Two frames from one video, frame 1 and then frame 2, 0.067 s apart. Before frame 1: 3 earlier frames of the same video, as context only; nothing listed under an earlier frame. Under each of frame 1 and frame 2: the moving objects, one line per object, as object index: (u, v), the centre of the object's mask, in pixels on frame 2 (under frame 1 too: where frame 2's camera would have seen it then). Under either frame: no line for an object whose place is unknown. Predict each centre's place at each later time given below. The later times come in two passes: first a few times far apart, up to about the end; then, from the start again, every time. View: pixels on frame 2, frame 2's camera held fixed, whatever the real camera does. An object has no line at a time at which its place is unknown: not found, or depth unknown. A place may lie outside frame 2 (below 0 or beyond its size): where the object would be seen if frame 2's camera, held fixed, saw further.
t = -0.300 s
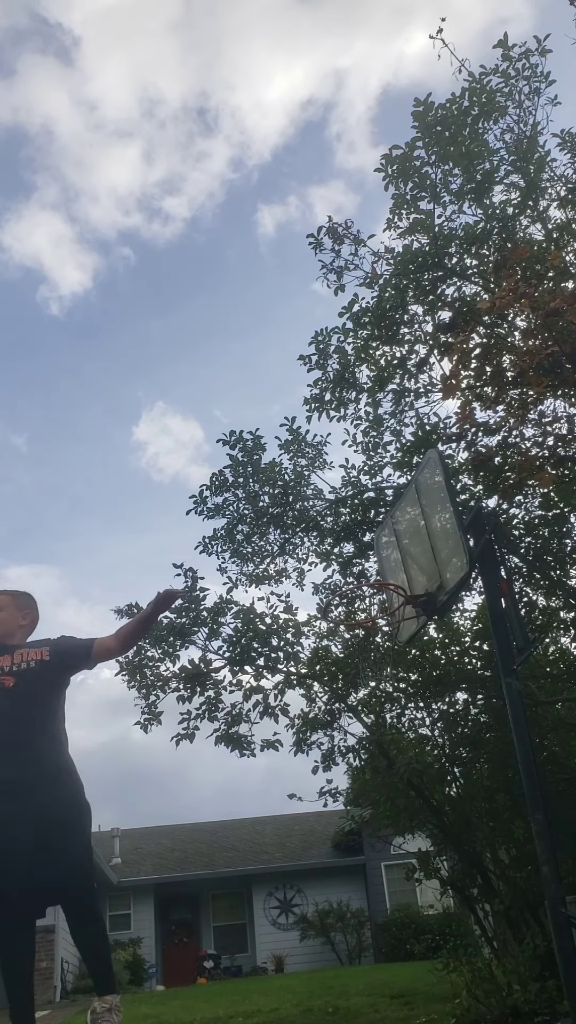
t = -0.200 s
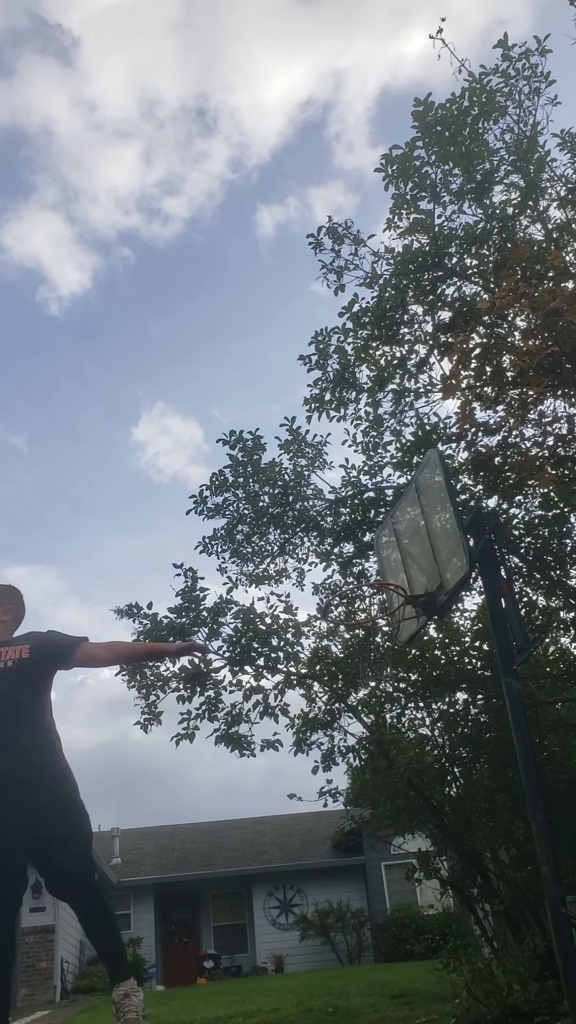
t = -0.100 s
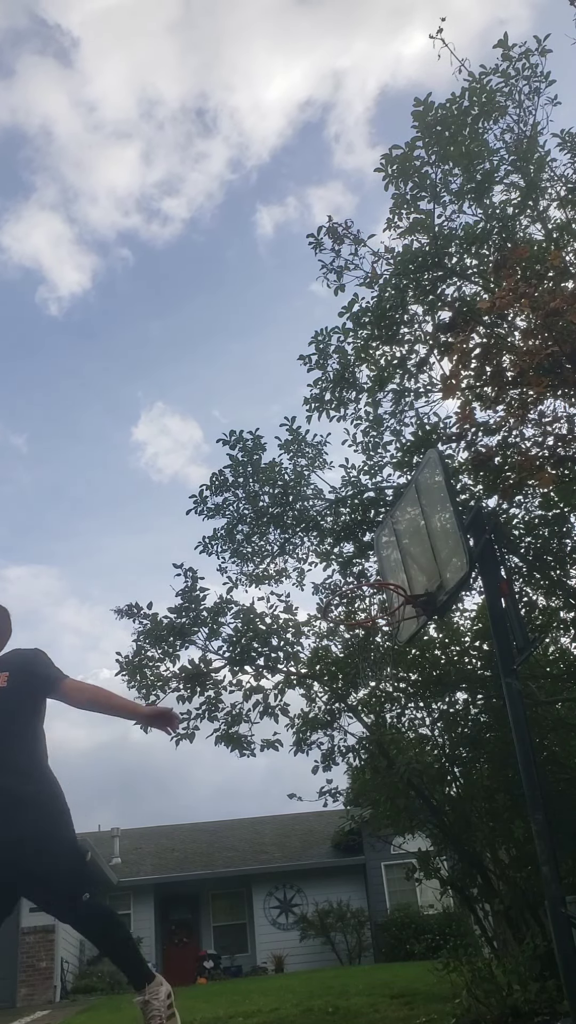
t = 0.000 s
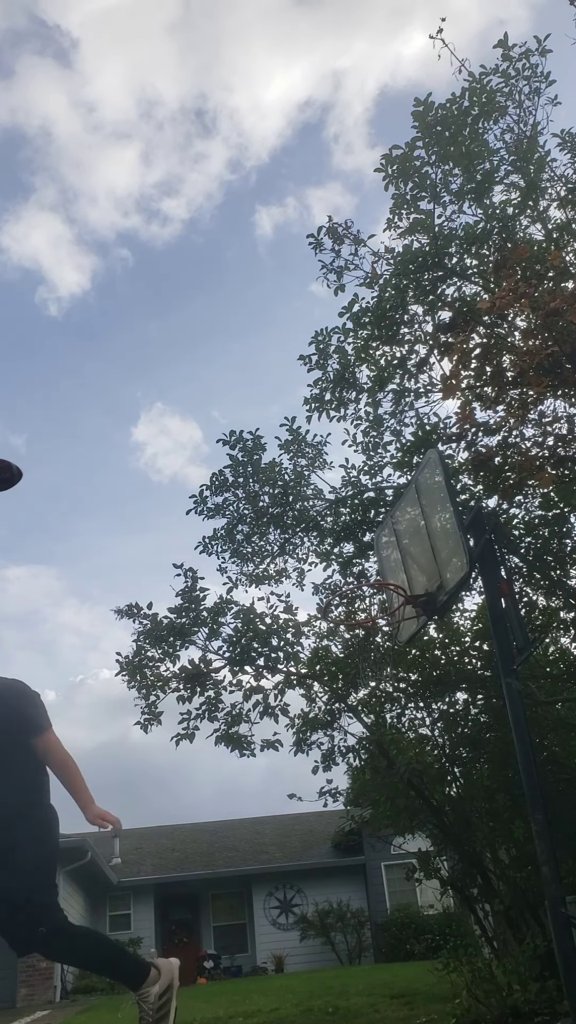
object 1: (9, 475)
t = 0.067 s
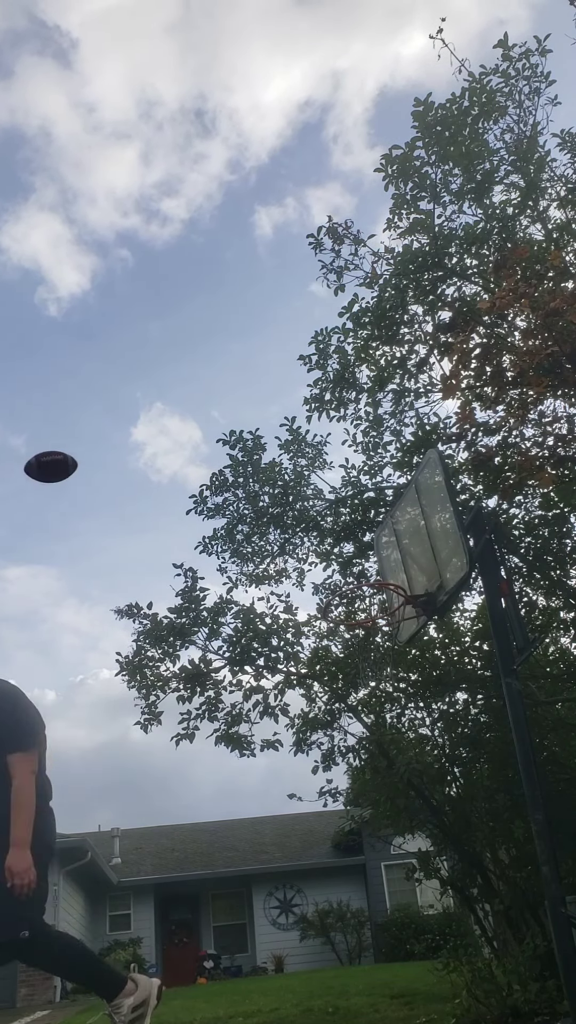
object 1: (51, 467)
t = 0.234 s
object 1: (176, 478)
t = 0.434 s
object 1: (309, 546)
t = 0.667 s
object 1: (414, 626)
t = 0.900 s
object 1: (398, 632)
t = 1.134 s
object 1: (374, 673)
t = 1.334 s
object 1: (360, 791)
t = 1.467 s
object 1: (357, 926)
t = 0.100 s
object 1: (77, 466)
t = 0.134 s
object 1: (103, 466)
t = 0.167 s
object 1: (128, 469)
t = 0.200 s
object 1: (152, 473)
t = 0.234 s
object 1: (176, 478)
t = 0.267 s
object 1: (199, 486)
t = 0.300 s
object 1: (221, 495)
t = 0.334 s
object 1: (244, 505)
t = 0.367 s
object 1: (266, 517)
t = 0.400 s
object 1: (288, 531)
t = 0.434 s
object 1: (309, 546)
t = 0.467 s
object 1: (332, 563)
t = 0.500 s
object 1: (353, 580)
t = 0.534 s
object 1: (374, 596)
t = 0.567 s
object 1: (393, 612)
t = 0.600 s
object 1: (408, 622)
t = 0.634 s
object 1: (413, 623)
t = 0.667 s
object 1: (414, 626)
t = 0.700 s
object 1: (410, 626)
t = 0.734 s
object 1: (407, 629)
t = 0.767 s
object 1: (405, 631)
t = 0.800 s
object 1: (407, 626)
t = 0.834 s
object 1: (405, 628)
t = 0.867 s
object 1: (401, 630)
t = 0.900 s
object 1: (398, 632)
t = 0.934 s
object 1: (394, 638)
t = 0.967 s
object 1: (391, 640)
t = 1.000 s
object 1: (389, 641)
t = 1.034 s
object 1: (384, 646)
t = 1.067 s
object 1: (378, 652)
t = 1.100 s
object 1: (378, 662)
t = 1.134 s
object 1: (374, 673)
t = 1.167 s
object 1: (371, 686)
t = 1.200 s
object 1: (368, 705)
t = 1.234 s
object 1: (366, 721)
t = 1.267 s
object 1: (364, 742)
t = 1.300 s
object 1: (362, 764)
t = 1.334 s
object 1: (360, 791)
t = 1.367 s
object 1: (359, 820)
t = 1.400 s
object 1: (359, 851)
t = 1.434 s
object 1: (358, 887)
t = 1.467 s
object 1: (357, 926)
